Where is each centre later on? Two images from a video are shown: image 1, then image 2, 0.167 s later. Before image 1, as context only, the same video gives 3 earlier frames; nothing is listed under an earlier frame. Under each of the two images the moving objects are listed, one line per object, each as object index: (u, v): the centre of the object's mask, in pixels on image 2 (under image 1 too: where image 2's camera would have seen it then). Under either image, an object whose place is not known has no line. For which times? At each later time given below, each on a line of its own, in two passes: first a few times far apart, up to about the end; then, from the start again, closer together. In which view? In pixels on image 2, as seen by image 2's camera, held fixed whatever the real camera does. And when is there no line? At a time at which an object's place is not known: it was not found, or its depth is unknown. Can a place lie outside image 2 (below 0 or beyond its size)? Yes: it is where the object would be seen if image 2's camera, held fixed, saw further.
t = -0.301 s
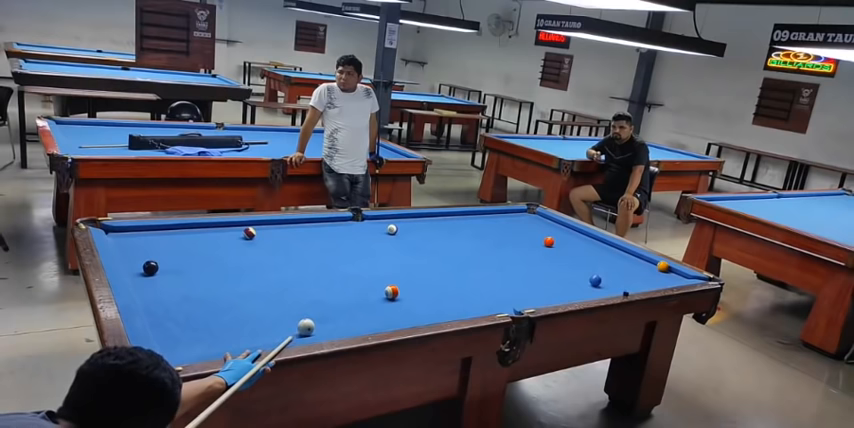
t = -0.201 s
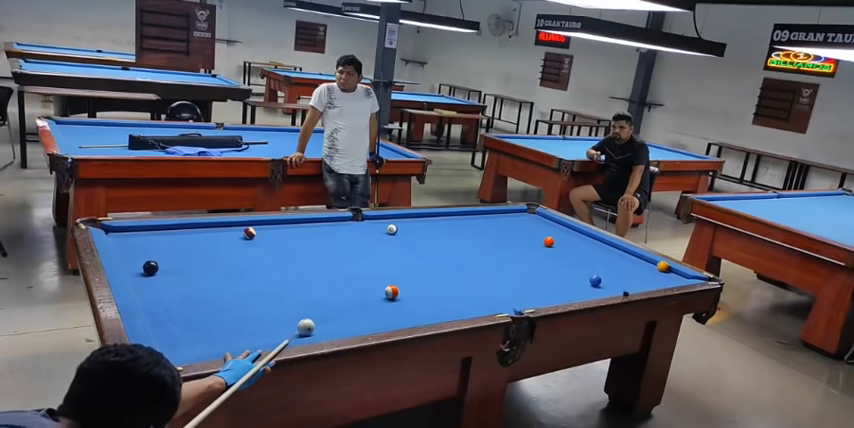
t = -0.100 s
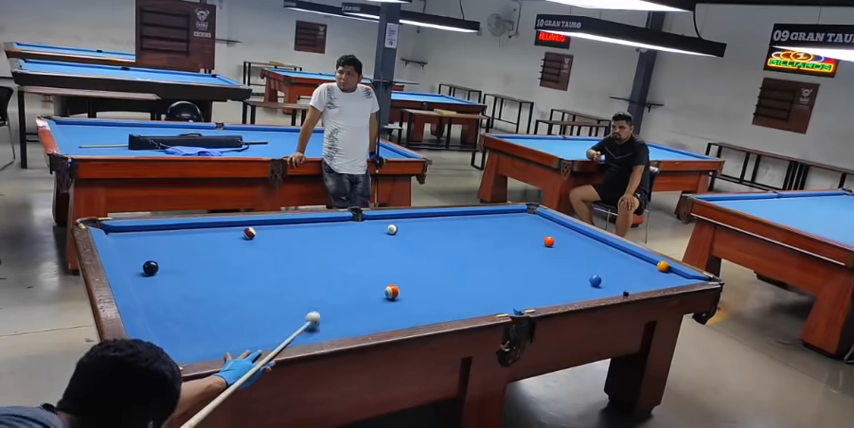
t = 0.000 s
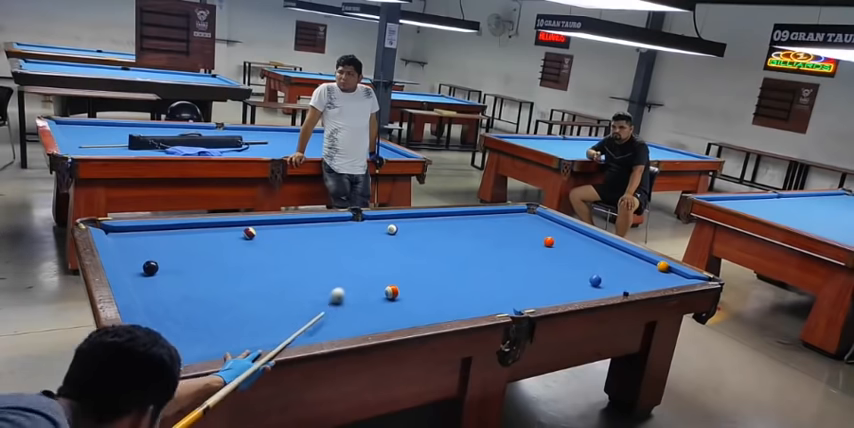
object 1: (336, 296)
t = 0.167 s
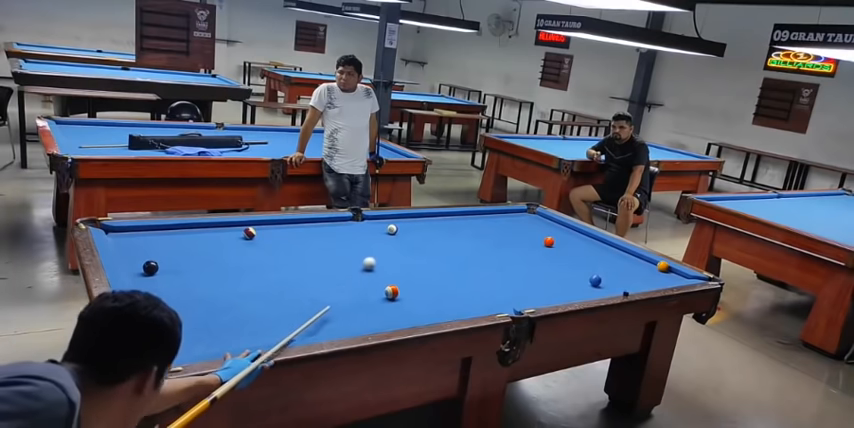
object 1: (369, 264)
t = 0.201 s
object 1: (374, 259)
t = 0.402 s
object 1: (400, 232)
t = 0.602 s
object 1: (438, 218)
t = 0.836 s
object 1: (490, 218)
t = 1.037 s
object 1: (536, 222)
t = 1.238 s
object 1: (563, 227)
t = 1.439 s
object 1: (562, 237)
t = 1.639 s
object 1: (563, 247)
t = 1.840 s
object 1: (564, 258)
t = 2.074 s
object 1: (565, 273)
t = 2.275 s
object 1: (566, 287)
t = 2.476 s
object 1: (554, 293)
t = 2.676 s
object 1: (522, 291)
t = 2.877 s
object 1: (489, 286)
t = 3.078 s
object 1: (458, 282)
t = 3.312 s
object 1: (423, 277)
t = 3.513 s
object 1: (393, 273)
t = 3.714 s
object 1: (364, 269)
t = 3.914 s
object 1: (335, 266)
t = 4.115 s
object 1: (307, 262)
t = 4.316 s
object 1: (277, 258)
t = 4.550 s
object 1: (247, 254)
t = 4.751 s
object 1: (221, 251)
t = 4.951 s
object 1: (195, 248)
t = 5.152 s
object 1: (170, 244)
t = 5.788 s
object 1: (123, 233)
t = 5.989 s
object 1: (133, 229)
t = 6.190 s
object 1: (145, 230)
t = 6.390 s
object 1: (157, 231)
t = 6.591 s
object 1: (168, 232)
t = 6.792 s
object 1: (178, 233)
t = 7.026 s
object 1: (189, 235)
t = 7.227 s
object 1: (198, 236)
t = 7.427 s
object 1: (206, 237)
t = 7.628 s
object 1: (213, 238)
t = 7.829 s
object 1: (220, 239)
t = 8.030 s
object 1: (226, 240)
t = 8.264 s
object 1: (232, 240)
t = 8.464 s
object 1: (237, 241)
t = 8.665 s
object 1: (241, 242)
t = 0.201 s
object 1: (374, 259)
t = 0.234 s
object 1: (379, 254)
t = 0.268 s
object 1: (383, 249)
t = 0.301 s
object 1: (388, 245)
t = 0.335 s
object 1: (392, 240)
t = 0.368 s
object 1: (397, 236)
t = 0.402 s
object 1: (400, 232)
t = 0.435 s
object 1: (408, 230)
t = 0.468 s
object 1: (415, 227)
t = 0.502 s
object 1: (421, 225)
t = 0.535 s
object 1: (427, 222)
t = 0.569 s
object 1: (433, 220)
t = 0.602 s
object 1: (438, 218)
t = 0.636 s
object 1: (444, 215)
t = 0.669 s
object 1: (449, 214)
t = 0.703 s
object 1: (458, 215)
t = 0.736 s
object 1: (466, 216)
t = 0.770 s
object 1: (474, 216)
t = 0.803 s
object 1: (482, 217)
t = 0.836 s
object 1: (490, 218)
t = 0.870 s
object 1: (498, 218)
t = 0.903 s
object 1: (505, 219)
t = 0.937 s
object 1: (513, 220)
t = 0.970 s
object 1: (521, 220)
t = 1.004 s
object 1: (528, 221)
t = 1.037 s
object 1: (536, 222)
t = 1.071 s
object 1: (544, 222)
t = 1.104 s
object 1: (551, 223)
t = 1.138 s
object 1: (558, 223)
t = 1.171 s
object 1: (564, 225)
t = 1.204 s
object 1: (563, 226)
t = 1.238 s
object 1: (563, 227)
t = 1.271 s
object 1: (562, 229)
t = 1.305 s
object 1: (562, 231)
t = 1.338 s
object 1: (562, 232)
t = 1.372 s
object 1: (562, 233)
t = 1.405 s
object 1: (562, 235)
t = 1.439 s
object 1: (562, 237)
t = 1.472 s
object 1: (563, 238)
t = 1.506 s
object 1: (563, 240)
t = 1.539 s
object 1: (563, 242)
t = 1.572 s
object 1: (563, 244)
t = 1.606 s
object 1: (563, 245)
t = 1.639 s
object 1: (563, 247)
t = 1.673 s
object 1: (563, 249)
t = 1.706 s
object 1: (563, 251)
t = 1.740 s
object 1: (563, 252)
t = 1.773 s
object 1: (564, 254)
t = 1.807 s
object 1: (564, 256)
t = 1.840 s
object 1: (564, 258)
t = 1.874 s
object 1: (564, 260)
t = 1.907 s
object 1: (564, 262)
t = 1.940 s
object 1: (564, 264)
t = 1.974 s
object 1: (564, 266)
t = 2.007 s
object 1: (565, 269)
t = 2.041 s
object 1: (565, 271)
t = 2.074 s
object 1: (565, 273)
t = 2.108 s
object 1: (565, 275)
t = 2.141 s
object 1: (565, 278)
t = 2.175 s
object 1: (566, 280)
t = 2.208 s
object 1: (566, 282)
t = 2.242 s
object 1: (566, 284)
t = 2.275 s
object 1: (566, 287)
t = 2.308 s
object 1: (566, 289)
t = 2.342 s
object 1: (566, 291)
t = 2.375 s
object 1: (566, 293)
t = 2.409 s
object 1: (565, 294)
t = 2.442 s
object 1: (560, 293)
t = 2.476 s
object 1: (554, 293)
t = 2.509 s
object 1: (548, 293)
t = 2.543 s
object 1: (543, 293)
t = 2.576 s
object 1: (538, 293)
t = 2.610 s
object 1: (533, 292)
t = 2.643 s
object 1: (527, 291)
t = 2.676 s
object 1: (522, 291)
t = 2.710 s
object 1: (516, 290)
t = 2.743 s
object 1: (511, 289)
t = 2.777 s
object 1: (505, 288)
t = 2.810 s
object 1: (500, 288)
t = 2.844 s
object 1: (495, 287)
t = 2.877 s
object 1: (489, 286)
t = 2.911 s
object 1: (485, 286)
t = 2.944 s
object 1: (479, 285)
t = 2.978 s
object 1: (474, 284)
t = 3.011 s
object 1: (469, 283)
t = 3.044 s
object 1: (463, 283)
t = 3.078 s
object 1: (458, 282)
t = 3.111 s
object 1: (454, 281)
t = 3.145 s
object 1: (448, 281)
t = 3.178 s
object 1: (443, 280)
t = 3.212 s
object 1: (438, 279)
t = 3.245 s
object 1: (433, 278)
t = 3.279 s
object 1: (428, 278)
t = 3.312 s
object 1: (423, 277)
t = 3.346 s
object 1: (418, 277)
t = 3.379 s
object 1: (413, 276)
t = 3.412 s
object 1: (408, 275)
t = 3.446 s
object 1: (403, 275)
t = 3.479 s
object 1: (398, 274)
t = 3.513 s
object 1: (393, 273)
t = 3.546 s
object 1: (388, 272)
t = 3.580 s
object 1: (383, 272)
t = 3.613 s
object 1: (378, 272)
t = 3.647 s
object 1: (373, 271)
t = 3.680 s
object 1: (368, 270)
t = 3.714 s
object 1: (364, 269)
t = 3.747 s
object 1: (359, 269)
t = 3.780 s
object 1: (354, 268)
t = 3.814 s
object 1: (349, 268)
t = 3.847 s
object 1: (344, 267)
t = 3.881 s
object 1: (340, 266)
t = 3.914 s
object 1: (335, 266)
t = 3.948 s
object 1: (330, 265)
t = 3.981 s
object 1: (326, 265)
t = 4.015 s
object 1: (321, 264)
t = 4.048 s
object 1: (316, 264)
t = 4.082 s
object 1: (311, 263)
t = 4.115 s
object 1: (307, 262)
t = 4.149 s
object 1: (303, 261)
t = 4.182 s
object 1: (297, 261)
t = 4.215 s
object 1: (294, 261)
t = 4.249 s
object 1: (291, 261)
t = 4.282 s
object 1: (282, 258)
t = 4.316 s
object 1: (277, 258)
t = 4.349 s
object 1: (274, 258)
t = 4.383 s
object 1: (270, 257)
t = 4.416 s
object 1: (266, 257)
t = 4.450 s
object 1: (261, 256)
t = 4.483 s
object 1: (257, 255)
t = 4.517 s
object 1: (252, 255)
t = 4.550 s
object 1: (247, 254)
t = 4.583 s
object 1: (243, 254)
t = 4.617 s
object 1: (239, 253)
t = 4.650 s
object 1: (234, 253)
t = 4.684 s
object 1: (230, 252)
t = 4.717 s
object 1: (225, 252)
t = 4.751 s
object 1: (221, 251)
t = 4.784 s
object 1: (216, 251)
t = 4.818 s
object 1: (212, 250)
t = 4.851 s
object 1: (208, 249)
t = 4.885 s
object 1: (204, 249)
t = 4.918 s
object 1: (199, 248)
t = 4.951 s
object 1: (195, 248)
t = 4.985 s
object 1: (191, 247)
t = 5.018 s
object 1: (187, 247)
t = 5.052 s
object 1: (182, 246)
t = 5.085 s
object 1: (178, 246)
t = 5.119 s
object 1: (174, 245)
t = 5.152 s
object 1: (170, 244)
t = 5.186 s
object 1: (166, 244)
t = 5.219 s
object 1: (162, 243)
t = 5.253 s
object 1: (161, 241)
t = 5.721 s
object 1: (119, 234)
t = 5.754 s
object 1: (121, 233)
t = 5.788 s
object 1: (123, 233)
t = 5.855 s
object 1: (127, 231)
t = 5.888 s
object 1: (129, 231)
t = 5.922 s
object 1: (130, 230)
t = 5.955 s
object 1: (132, 229)
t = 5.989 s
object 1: (133, 229)
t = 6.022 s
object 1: (136, 229)
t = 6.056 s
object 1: (138, 229)
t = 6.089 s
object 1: (139, 229)
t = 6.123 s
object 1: (142, 230)
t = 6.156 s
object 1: (143, 230)
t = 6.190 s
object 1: (145, 230)
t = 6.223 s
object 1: (147, 230)
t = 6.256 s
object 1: (149, 230)
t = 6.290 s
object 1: (151, 231)
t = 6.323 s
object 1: (153, 231)
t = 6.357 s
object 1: (155, 231)
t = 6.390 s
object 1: (157, 231)
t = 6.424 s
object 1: (159, 231)
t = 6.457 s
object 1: (160, 232)
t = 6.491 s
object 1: (162, 232)
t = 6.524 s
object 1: (164, 232)
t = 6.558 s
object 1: (166, 232)
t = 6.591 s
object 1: (168, 232)
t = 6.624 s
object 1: (169, 232)
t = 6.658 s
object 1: (171, 233)
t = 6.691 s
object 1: (173, 233)
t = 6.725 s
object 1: (175, 233)
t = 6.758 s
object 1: (176, 233)
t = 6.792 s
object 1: (178, 233)
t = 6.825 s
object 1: (180, 234)
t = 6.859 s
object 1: (181, 234)
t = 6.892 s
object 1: (183, 234)
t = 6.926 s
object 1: (184, 234)
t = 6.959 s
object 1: (186, 234)
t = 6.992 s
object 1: (187, 235)
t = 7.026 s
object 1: (189, 235)
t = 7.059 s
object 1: (190, 235)
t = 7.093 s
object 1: (192, 235)
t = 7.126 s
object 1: (193, 236)
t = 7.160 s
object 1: (195, 236)
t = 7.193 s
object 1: (196, 236)
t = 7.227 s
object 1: (198, 236)
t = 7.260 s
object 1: (199, 236)
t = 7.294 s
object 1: (201, 236)
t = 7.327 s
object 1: (202, 236)
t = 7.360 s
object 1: (203, 236)
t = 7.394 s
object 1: (205, 237)
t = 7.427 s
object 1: (206, 237)
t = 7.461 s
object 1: (207, 237)
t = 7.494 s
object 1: (208, 237)
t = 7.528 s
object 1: (210, 237)
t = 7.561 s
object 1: (211, 238)
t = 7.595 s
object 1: (212, 238)
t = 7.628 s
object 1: (213, 238)
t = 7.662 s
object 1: (214, 238)
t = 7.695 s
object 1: (216, 238)
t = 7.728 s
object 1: (217, 238)
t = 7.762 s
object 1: (218, 238)
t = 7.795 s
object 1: (219, 239)
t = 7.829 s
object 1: (220, 239)
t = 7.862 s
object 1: (221, 239)
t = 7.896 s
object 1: (222, 239)
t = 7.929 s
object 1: (223, 239)
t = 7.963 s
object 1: (224, 239)
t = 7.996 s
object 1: (225, 239)
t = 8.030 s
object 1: (226, 240)
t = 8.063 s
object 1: (227, 240)
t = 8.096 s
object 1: (228, 240)
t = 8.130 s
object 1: (229, 240)
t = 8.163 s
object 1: (230, 240)
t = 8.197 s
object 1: (231, 240)
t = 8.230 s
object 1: (231, 240)
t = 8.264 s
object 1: (232, 240)
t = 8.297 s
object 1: (233, 240)
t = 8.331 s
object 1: (234, 240)
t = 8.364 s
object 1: (235, 241)
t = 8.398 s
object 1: (236, 241)
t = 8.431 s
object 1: (236, 241)
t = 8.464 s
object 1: (237, 241)
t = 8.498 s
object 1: (238, 241)
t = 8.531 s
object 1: (239, 241)
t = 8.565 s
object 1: (239, 241)
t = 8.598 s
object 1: (240, 241)
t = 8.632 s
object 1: (240, 241)
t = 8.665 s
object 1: (241, 242)
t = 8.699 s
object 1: (241, 242)
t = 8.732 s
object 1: (242, 242)
